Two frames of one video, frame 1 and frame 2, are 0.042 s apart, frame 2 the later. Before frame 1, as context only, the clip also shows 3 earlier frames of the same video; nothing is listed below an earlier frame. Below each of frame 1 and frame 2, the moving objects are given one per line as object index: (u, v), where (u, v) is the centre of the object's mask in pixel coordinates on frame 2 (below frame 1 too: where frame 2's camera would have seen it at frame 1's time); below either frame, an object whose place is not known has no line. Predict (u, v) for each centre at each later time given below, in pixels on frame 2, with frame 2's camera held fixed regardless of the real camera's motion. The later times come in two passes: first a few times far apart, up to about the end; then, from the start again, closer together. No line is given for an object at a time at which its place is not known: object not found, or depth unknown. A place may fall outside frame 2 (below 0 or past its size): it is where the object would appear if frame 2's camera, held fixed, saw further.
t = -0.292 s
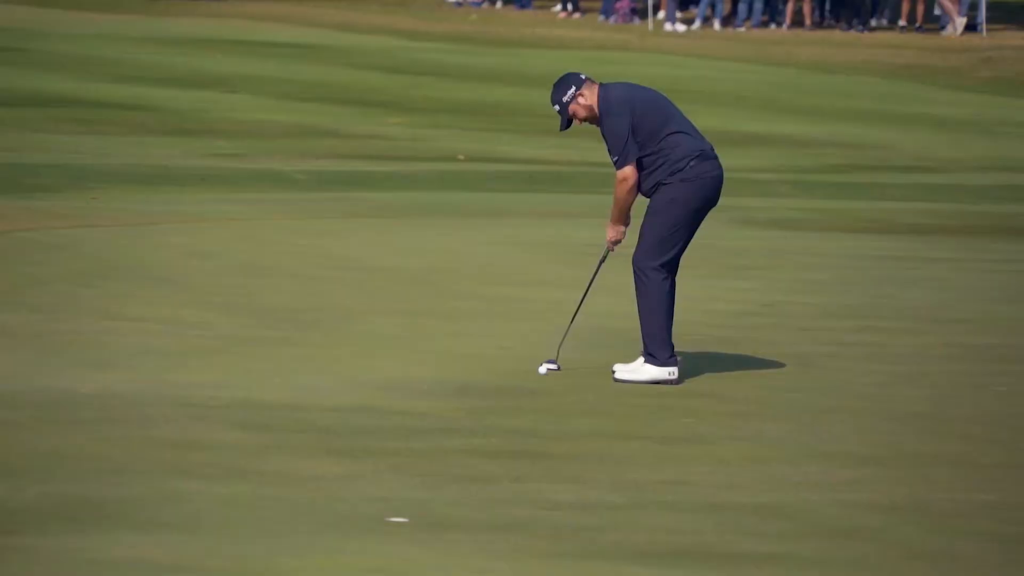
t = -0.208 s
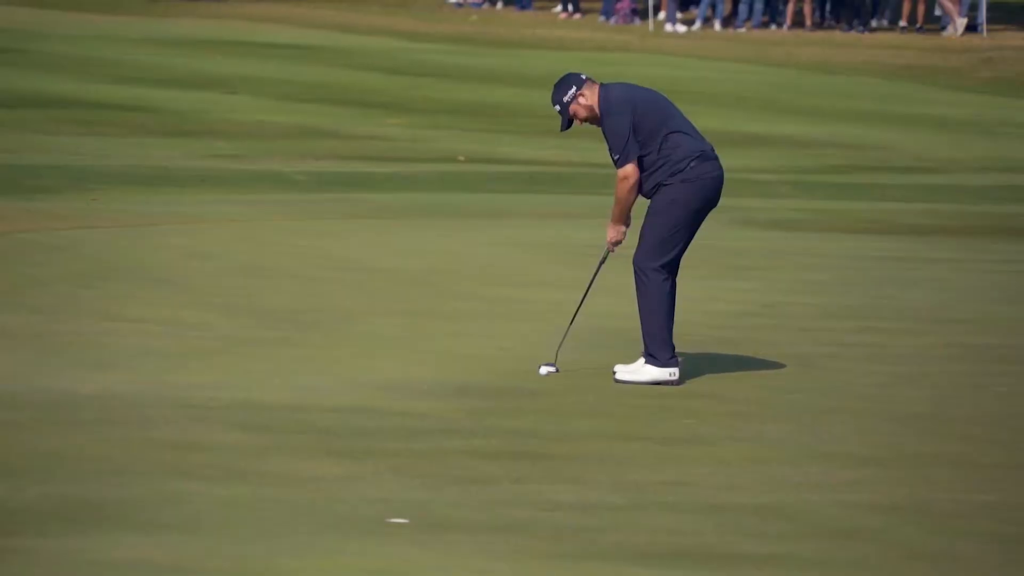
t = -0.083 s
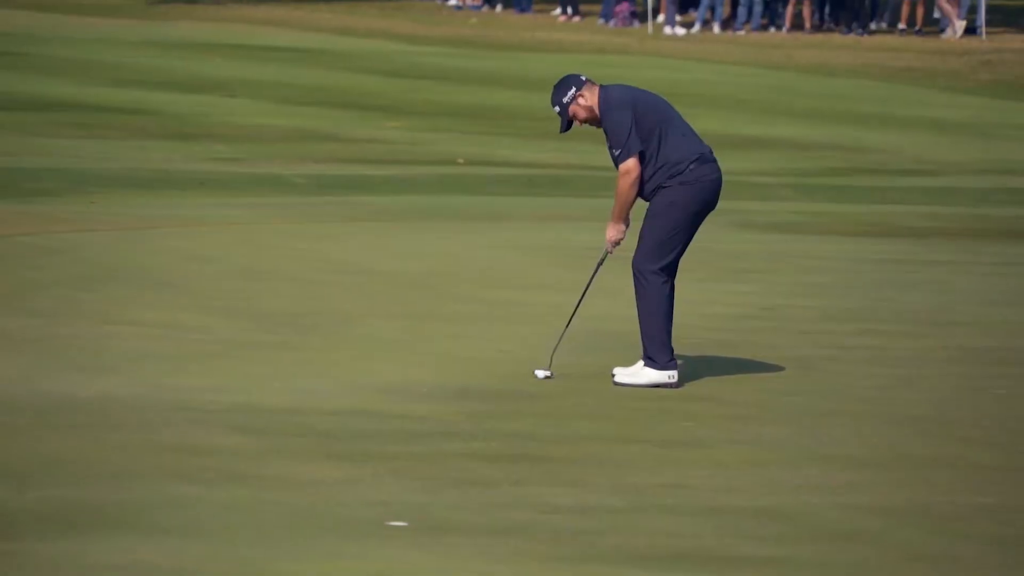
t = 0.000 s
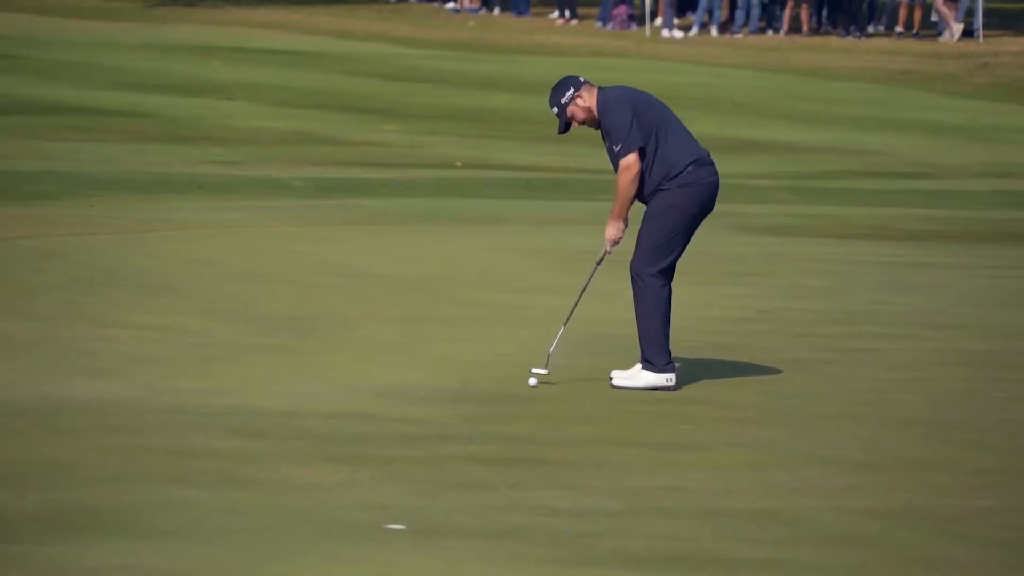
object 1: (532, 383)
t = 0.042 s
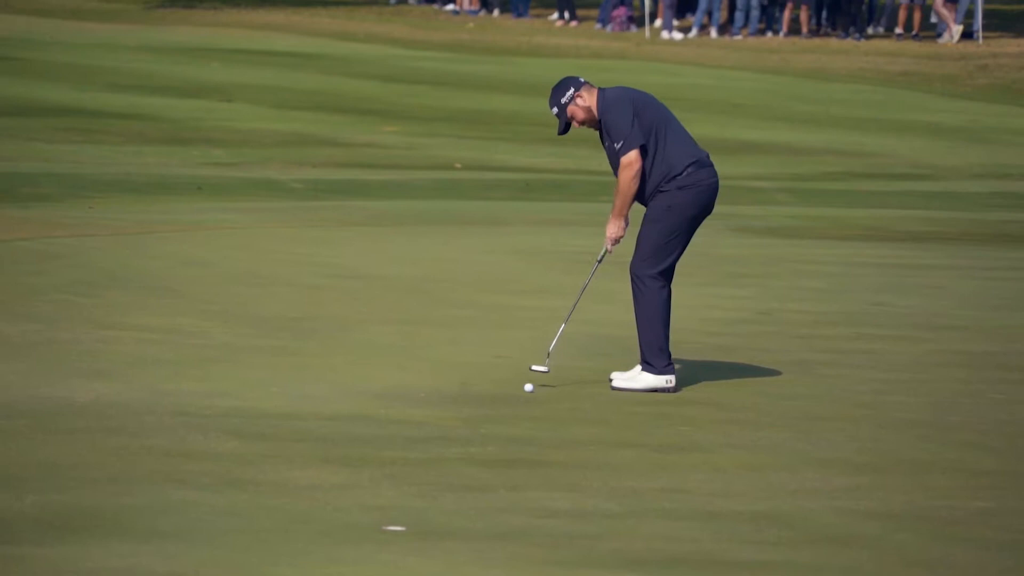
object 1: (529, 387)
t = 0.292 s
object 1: (512, 401)
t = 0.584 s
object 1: (494, 415)
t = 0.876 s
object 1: (477, 428)
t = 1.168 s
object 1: (461, 441)
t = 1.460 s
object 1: (445, 454)
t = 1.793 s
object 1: (432, 468)
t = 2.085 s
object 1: (420, 479)
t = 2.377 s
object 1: (413, 489)
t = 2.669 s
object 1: (405, 498)
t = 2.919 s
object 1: (399, 506)
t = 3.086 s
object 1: (396, 510)
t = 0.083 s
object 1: (526, 389)
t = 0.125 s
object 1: (522, 392)
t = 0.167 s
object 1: (520, 394)
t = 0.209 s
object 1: (517, 397)
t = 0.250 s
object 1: (515, 399)
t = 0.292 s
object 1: (512, 401)
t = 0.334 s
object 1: (509, 402)
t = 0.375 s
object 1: (506, 405)
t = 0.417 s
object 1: (504, 407)
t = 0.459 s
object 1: (501, 409)
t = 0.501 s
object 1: (499, 411)
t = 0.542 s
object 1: (496, 413)
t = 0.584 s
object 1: (494, 415)
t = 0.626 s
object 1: (491, 417)
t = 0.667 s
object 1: (489, 419)
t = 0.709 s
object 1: (486, 421)
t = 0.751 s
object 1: (484, 423)
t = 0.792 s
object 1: (482, 425)
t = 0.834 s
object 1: (480, 426)
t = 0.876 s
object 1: (477, 428)
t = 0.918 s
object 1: (475, 430)
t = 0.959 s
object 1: (471, 433)
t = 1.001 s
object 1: (470, 434)
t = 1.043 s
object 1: (467, 436)
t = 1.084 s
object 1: (466, 437)
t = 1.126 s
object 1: (463, 440)
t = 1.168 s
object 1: (461, 441)
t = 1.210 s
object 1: (458, 443)
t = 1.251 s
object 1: (457, 444)
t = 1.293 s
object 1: (454, 447)
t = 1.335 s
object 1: (452, 448)
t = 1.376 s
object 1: (450, 450)
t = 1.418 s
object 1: (447, 452)
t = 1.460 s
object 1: (445, 454)
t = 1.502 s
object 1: (444, 455)
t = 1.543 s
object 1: (442, 457)
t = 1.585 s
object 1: (440, 459)
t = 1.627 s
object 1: (438, 461)
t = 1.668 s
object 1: (437, 462)
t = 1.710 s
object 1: (435, 464)
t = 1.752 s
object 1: (434, 466)
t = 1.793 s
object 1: (432, 468)
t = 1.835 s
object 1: (431, 469)
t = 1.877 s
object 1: (429, 471)
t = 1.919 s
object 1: (427, 472)
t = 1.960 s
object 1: (423, 474)
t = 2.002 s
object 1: (422, 476)
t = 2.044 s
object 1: (420, 477)
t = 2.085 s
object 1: (420, 479)
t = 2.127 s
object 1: (418, 480)
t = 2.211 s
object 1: (417, 483)
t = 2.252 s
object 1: (416, 484)
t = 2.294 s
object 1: (415, 486)
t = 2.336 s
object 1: (414, 487)
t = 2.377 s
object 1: (413, 489)
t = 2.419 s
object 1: (412, 490)
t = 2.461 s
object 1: (410, 492)
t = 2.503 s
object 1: (409, 493)
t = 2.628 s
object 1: (406, 496)
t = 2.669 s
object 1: (405, 498)
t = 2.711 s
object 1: (404, 499)
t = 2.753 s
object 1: (403, 500)
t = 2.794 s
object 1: (402, 502)
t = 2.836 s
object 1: (401, 504)
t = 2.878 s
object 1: (400, 505)
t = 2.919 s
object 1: (399, 506)
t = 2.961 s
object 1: (398, 507)
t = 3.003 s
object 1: (396, 508)
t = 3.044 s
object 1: (396, 509)
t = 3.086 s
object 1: (396, 510)
